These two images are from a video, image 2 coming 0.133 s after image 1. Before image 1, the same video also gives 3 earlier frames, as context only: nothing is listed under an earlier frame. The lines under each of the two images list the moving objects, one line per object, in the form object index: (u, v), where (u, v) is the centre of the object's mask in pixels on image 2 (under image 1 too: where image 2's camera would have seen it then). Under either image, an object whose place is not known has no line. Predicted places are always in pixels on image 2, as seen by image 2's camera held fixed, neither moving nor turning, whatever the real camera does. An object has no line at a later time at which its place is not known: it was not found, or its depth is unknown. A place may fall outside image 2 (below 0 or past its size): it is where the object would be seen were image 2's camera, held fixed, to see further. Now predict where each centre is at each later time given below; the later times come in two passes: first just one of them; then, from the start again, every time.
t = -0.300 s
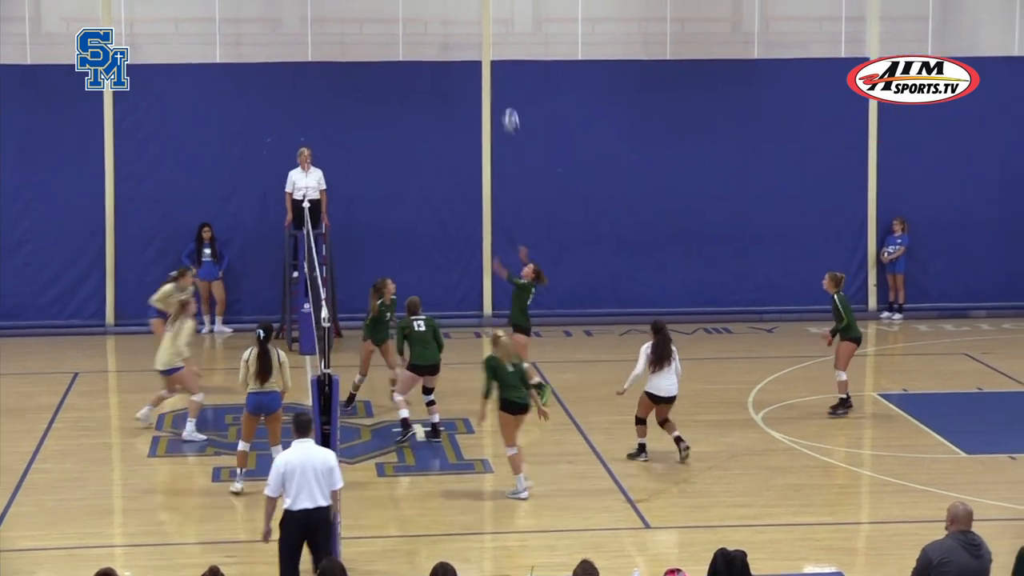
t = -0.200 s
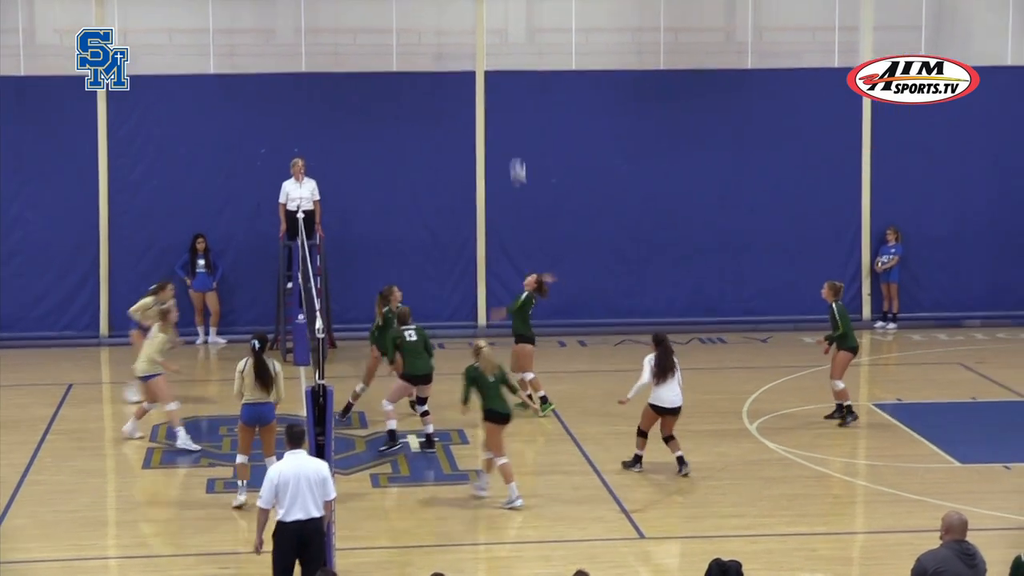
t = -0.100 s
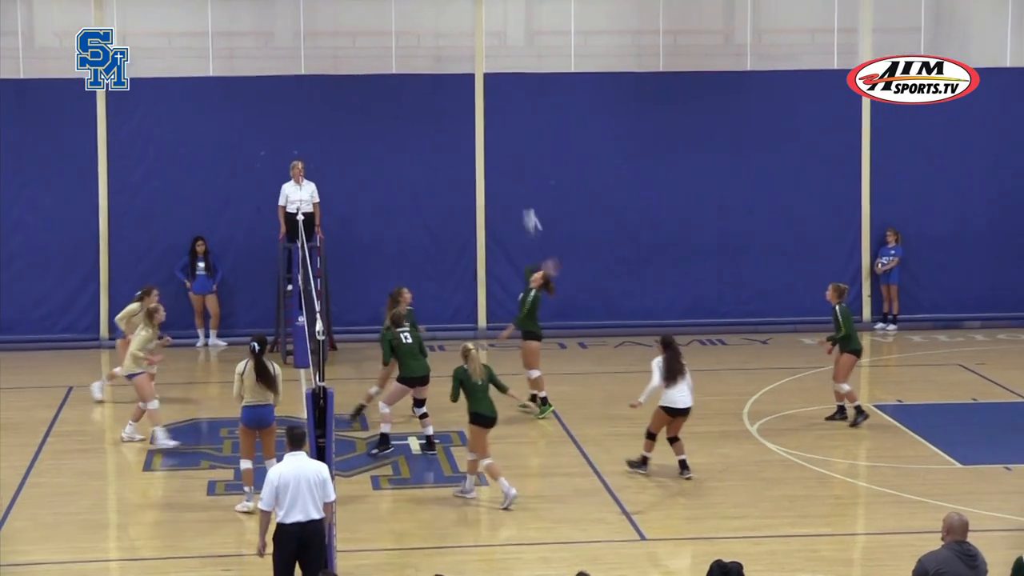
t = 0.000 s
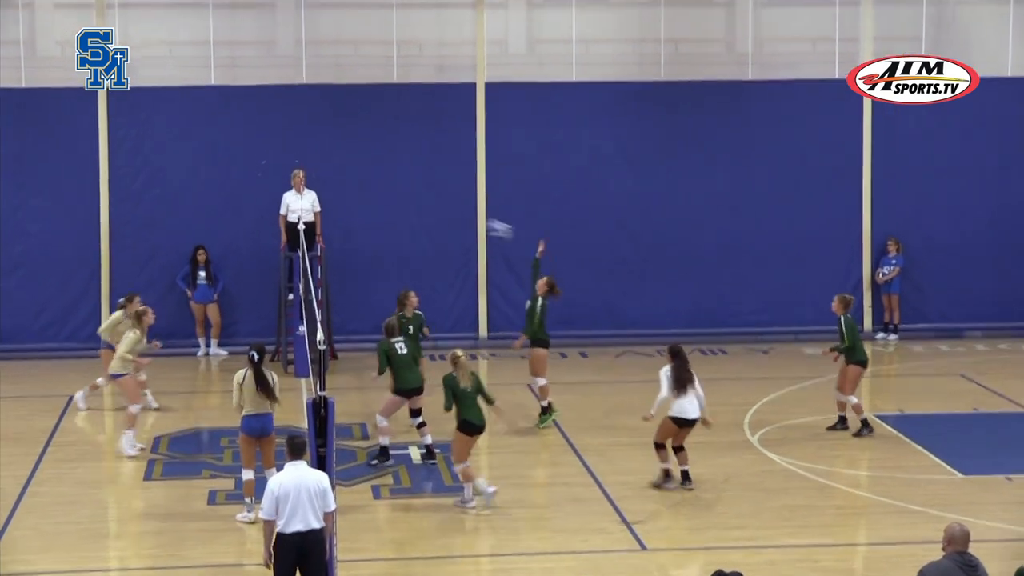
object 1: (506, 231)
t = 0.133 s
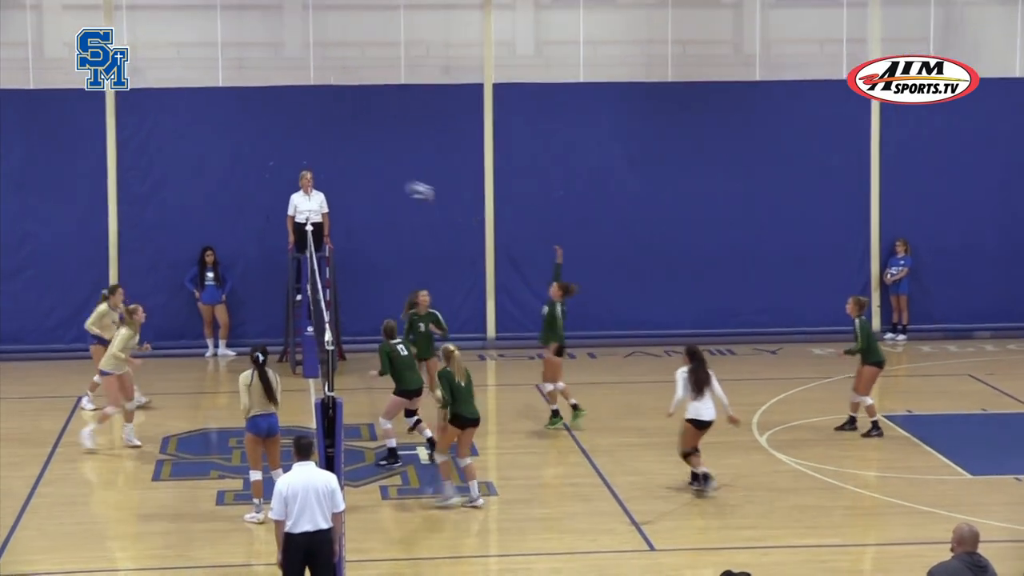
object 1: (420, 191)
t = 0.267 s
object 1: (332, 167)
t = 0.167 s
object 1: (399, 184)
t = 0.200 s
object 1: (377, 176)
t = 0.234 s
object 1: (355, 172)
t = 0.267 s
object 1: (332, 167)
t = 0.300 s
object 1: (311, 164)
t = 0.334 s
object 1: (289, 162)
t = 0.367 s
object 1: (267, 160)
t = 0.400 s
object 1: (244, 161)
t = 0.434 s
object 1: (223, 161)
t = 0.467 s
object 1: (201, 163)
